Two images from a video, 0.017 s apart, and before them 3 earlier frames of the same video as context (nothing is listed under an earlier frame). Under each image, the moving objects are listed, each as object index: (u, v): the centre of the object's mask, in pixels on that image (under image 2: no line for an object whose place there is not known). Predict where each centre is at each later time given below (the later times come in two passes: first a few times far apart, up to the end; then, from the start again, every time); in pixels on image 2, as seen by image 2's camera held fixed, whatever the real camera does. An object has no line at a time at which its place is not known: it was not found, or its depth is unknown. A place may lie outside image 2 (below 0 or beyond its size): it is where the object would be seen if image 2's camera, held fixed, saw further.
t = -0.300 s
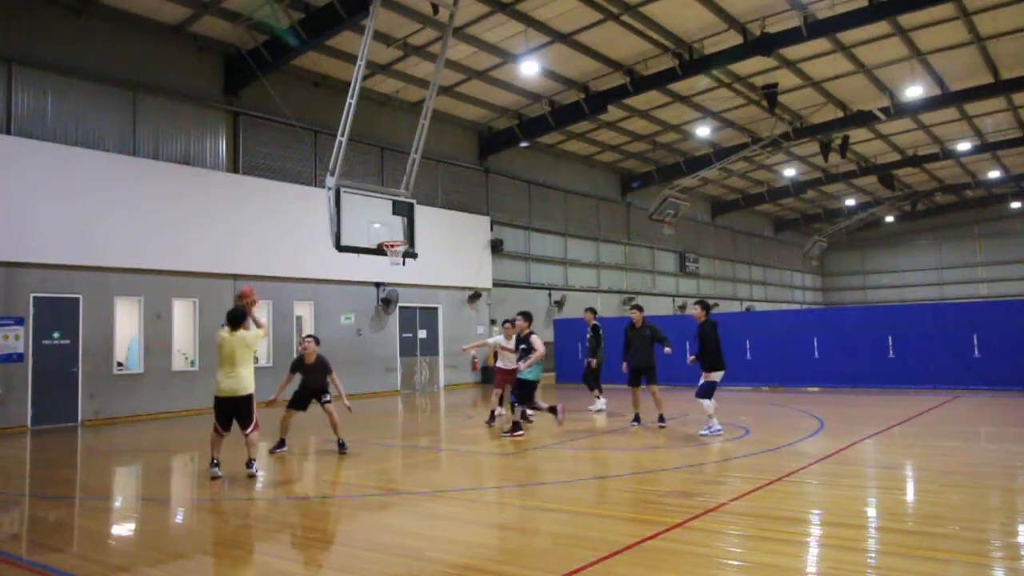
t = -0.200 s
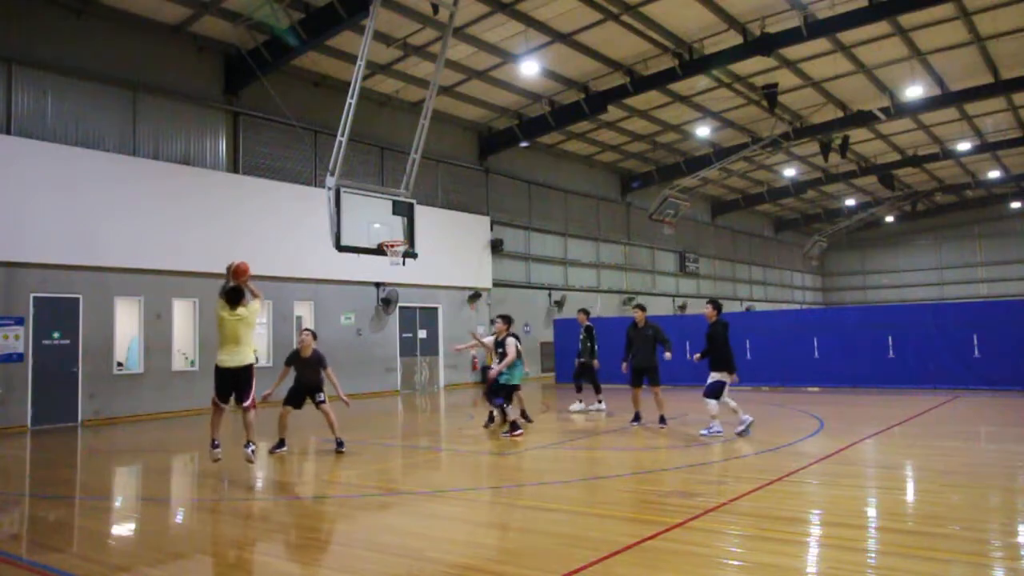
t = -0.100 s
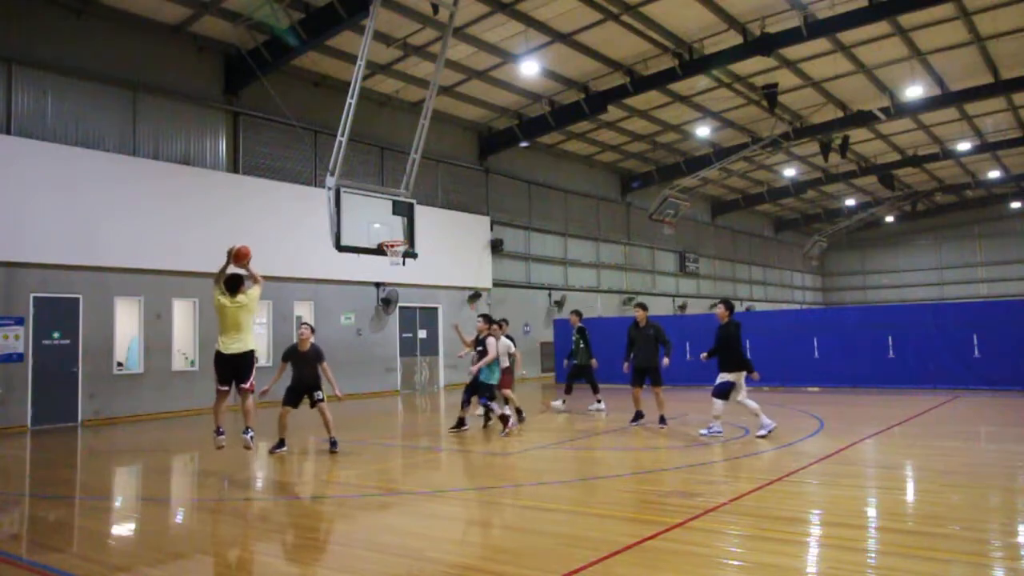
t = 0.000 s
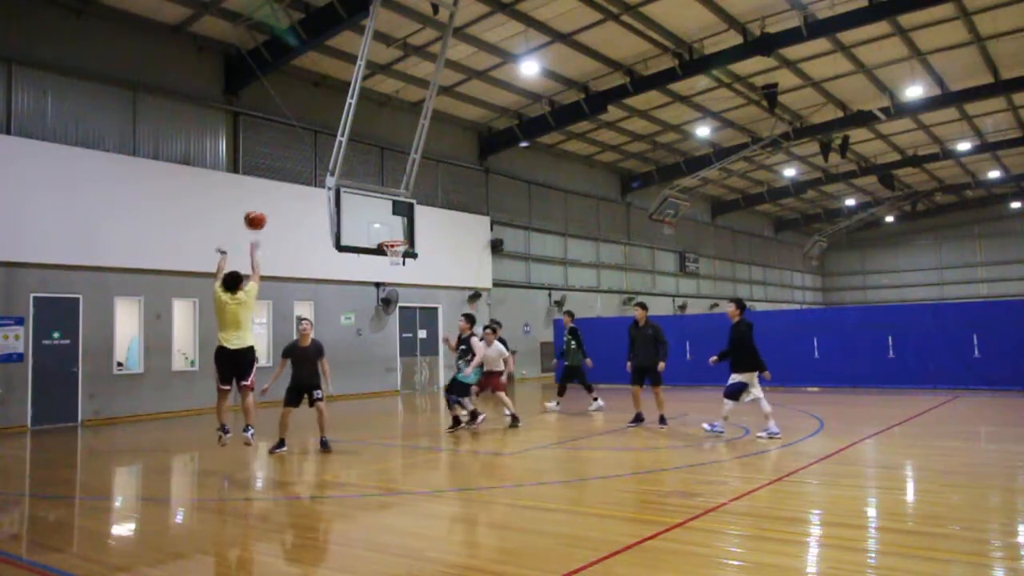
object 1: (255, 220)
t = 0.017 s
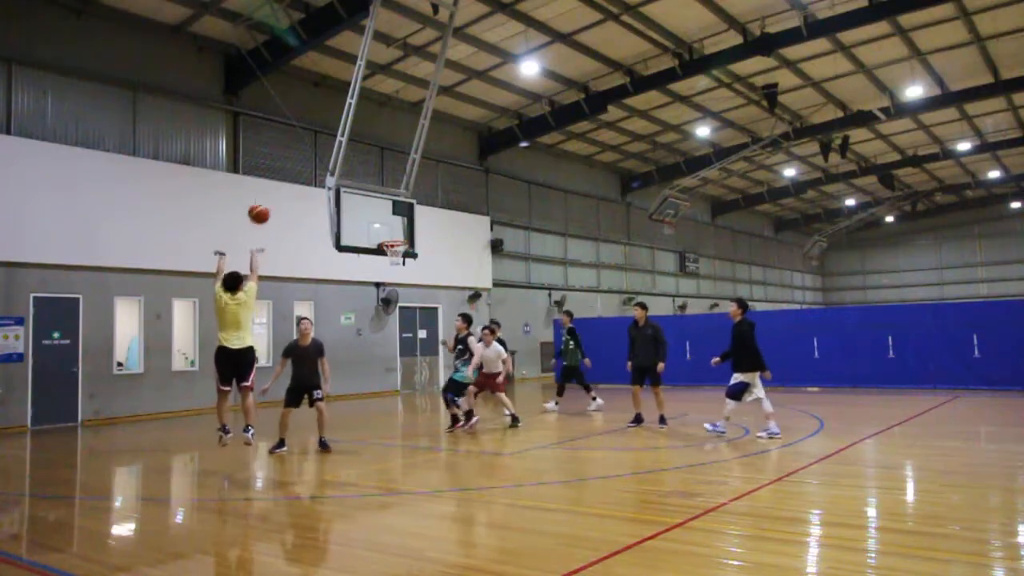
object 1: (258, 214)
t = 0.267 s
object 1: (307, 157)
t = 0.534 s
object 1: (349, 156)
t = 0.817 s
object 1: (381, 201)
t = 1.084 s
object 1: (406, 214)
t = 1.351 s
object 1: (430, 197)
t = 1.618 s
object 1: (456, 220)
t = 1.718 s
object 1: (466, 240)
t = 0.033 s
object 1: (262, 208)
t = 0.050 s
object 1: (266, 202)
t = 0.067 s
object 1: (269, 197)
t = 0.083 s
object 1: (273, 192)
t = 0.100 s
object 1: (276, 187)
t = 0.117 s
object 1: (280, 183)
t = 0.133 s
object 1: (283, 179)
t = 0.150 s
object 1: (287, 175)
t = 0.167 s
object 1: (290, 171)
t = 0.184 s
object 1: (293, 169)
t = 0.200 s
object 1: (296, 166)
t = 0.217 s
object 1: (299, 163)
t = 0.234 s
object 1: (302, 161)
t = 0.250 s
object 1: (304, 159)
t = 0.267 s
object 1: (307, 157)
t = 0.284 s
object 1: (311, 156)
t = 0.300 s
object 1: (314, 154)
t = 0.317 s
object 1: (316, 152)
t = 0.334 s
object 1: (319, 152)
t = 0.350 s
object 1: (321, 151)
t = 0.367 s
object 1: (323, 150)
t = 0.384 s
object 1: (325, 150)
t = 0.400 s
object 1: (327, 151)
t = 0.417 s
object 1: (330, 151)
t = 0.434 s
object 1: (333, 151)
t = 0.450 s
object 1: (335, 152)
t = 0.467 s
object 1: (339, 152)
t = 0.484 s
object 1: (342, 154)
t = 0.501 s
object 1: (344, 154)
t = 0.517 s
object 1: (346, 155)
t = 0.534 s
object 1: (349, 156)
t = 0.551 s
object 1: (351, 157)
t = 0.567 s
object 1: (353, 158)
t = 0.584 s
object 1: (354, 160)
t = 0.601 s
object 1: (356, 162)
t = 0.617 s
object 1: (359, 164)
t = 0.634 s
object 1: (361, 167)
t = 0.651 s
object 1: (363, 169)
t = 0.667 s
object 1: (365, 171)
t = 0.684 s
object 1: (367, 173)
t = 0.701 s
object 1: (369, 177)
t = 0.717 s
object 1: (371, 181)
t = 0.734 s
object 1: (373, 184)
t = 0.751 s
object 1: (374, 186)
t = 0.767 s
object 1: (377, 190)
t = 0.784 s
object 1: (377, 193)
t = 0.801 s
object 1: (378, 195)
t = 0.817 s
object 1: (381, 201)
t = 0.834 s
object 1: (383, 205)
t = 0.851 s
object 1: (386, 208)
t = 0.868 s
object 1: (387, 212)
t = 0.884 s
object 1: (389, 216)
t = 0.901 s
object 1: (390, 220)
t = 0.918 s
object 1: (392, 224)
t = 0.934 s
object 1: (394, 229)
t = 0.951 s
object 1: (396, 234)
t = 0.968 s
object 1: (397, 234)
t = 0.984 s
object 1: (398, 231)
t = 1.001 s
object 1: (399, 228)
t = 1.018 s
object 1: (401, 225)
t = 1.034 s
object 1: (402, 222)
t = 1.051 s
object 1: (404, 219)
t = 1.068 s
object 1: (405, 216)
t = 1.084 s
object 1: (406, 214)
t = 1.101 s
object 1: (408, 212)
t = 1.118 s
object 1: (409, 211)
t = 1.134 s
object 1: (411, 209)
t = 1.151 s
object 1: (413, 206)
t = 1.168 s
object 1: (415, 205)
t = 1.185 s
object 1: (416, 203)
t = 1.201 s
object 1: (417, 201)
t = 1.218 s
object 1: (419, 200)
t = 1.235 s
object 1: (421, 199)
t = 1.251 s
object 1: (422, 198)
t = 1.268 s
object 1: (423, 197)
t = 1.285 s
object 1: (425, 197)
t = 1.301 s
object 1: (425, 197)
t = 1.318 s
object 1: (427, 197)
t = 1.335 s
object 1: (428, 196)
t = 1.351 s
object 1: (430, 197)
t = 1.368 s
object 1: (431, 197)
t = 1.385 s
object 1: (433, 197)
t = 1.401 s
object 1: (434, 198)
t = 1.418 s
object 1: (435, 198)
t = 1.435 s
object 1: (439, 199)
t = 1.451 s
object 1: (441, 199)
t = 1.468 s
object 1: (441, 200)
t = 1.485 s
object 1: (443, 202)
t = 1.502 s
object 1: (445, 204)
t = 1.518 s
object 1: (447, 206)
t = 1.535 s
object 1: (448, 208)
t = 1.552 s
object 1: (450, 210)
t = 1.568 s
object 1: (452, 212)
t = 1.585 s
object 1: (453, 214)
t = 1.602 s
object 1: (455, 217)
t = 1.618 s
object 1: (456, 220)
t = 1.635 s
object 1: (458, 223)
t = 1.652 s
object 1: (459, 226)
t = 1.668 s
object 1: (461, 229)
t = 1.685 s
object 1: (463, 233)
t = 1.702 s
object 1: (464, 236)
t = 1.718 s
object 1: (466, 240)
